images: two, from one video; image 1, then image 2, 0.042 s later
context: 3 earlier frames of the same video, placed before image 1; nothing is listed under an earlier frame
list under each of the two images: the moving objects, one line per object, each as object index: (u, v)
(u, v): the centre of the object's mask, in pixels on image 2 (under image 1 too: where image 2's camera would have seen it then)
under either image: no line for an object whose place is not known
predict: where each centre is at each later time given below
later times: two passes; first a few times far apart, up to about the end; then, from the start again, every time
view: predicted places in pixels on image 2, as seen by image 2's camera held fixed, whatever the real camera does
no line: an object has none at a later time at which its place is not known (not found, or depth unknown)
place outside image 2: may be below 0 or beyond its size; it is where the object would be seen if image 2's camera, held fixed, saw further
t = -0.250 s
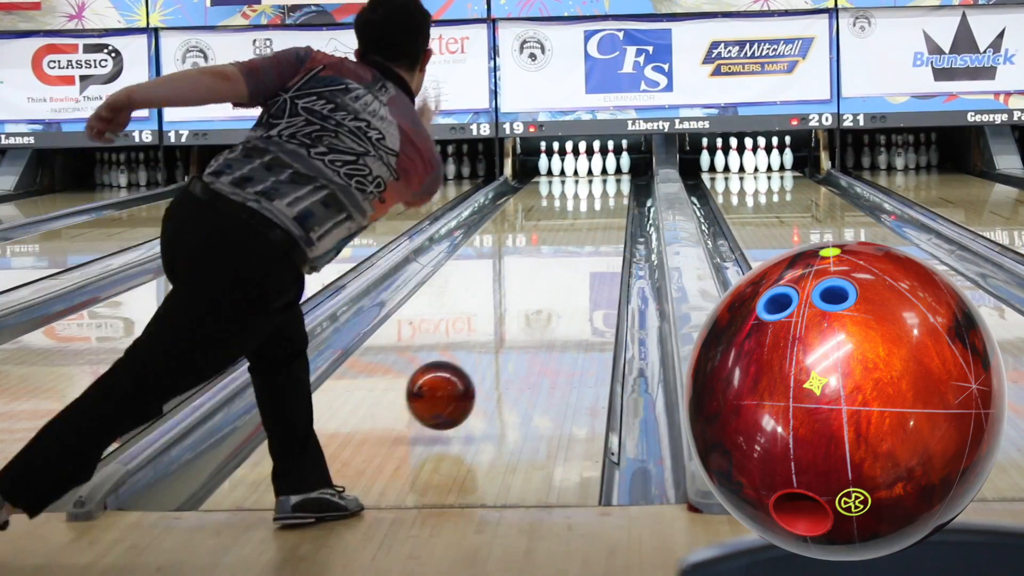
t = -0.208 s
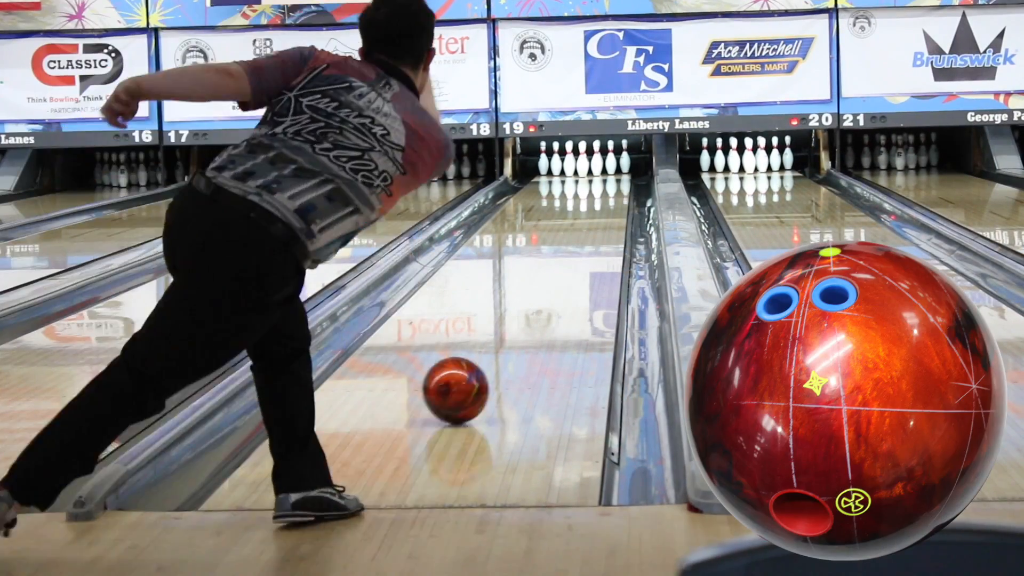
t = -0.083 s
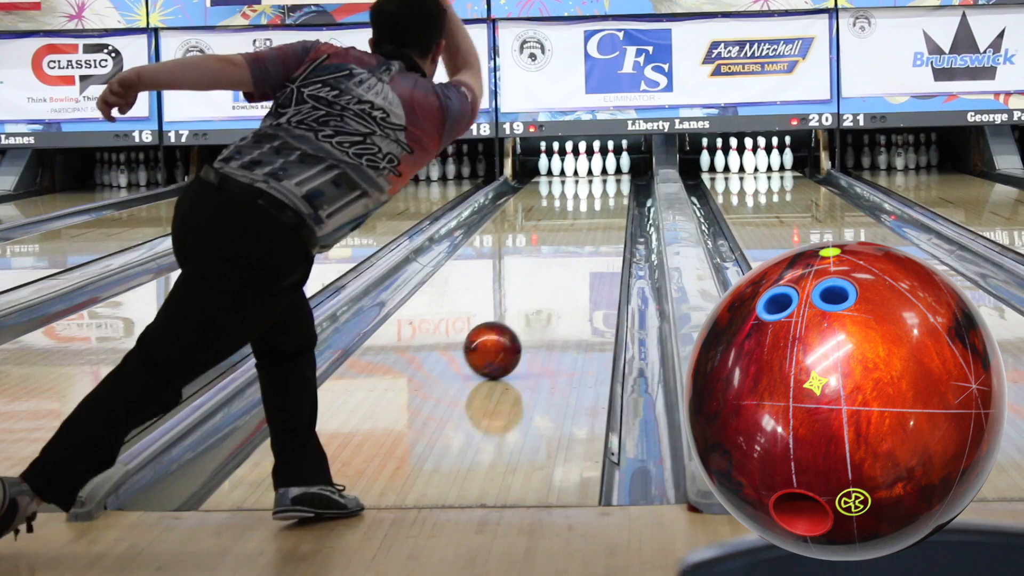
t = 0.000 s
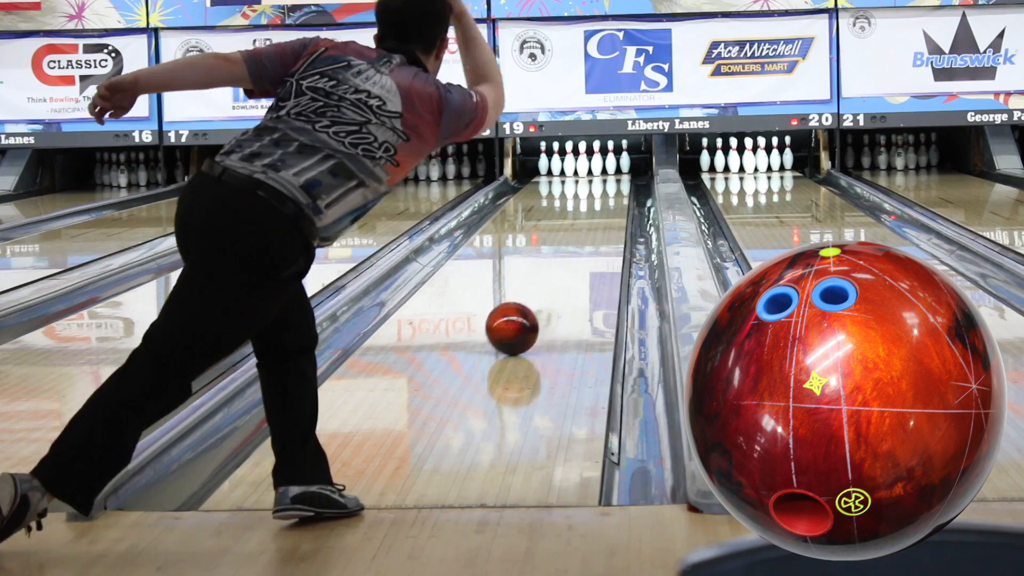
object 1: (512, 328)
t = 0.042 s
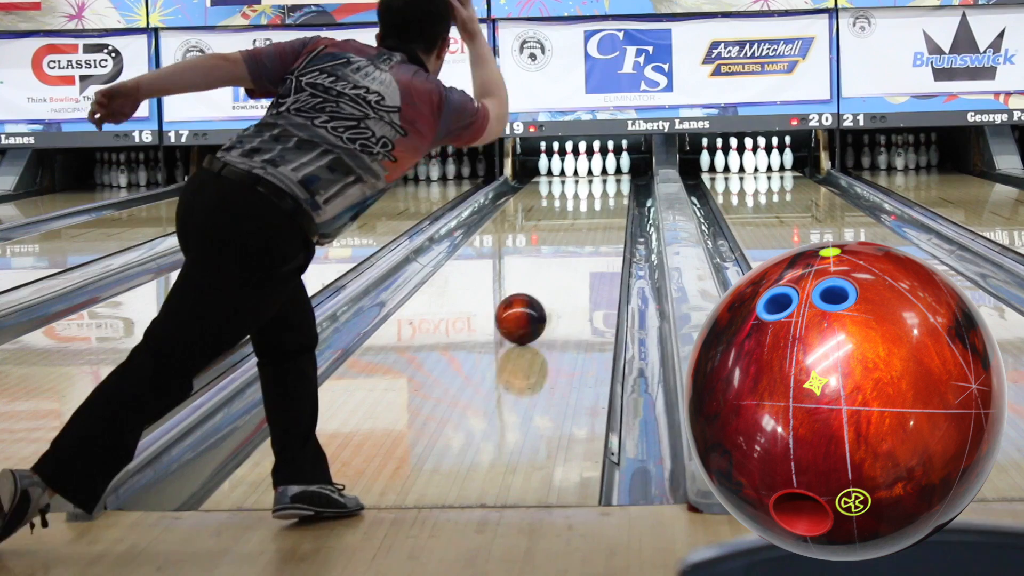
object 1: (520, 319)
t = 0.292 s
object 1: (560, 274)
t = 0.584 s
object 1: (590, 238)
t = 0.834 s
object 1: (605, 216)
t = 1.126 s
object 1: (615, 198)
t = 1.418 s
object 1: (617, 184)
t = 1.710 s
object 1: (608, 175)
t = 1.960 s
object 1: (595, 169)
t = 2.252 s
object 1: (595, 164)
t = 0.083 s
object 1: (529, 310)
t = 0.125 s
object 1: (536, 301)
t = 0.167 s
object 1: (543, 294)
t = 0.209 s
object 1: (549, 286)
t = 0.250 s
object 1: (555, 280)
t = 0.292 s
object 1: (560, 274)
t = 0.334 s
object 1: (566, 268)
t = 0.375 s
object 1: (570, 262)
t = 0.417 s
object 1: (575, 257)
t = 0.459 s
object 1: (579, 252)
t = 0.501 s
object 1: (583, 247)
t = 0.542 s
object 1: (586, 242)
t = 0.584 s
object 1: (590, 238)
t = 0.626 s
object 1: (593, 234)
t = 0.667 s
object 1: (596, 230)
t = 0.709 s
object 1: (598, 226)
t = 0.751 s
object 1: (601, 223)
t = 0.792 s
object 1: (603, 219)
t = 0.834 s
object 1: (605, 216)
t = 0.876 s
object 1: (607, 213)
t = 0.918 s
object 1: (608, 210)
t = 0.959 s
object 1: (610, 208)
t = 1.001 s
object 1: (611, 205)
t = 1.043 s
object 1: (613, 202)
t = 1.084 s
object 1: (614, 200)
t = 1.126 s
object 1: (615, 198)
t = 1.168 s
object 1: (615, 196)
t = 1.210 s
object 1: (616, 193)
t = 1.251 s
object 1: (617, 191)
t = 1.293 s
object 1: (617, 189)
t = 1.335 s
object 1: (617, 187)
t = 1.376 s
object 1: (617, 186)
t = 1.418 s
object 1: (617, 184)
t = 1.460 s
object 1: (616, 183)
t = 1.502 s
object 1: (615, 181)
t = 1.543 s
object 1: (614, 180)
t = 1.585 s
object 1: (613, 178)
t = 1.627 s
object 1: (611, 177)
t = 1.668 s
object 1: (610, 176)
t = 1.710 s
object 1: (608, 175)
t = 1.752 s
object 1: (606, 174)
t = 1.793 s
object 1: (603, 173)
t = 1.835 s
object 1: (601, 172)
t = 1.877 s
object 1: (599, 171)
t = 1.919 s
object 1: (597, 170)
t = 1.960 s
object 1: (595, 169)
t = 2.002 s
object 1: (593, 168)
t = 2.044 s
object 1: (595, 167)
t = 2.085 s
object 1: (596, 166)
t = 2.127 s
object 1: (597, 165)
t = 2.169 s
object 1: (597, 165)
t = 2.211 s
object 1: (596, 165)
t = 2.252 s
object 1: (595, 164)
